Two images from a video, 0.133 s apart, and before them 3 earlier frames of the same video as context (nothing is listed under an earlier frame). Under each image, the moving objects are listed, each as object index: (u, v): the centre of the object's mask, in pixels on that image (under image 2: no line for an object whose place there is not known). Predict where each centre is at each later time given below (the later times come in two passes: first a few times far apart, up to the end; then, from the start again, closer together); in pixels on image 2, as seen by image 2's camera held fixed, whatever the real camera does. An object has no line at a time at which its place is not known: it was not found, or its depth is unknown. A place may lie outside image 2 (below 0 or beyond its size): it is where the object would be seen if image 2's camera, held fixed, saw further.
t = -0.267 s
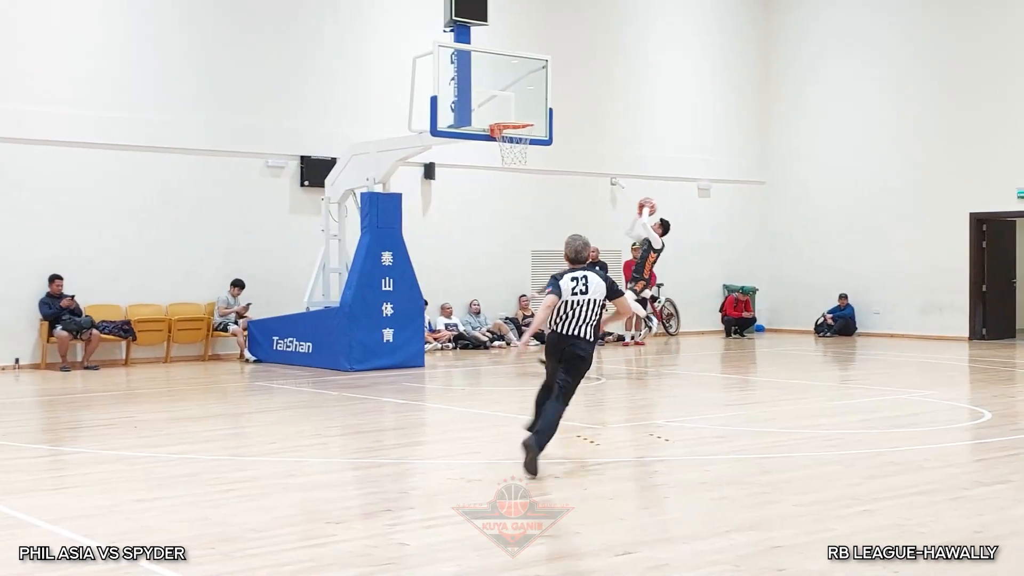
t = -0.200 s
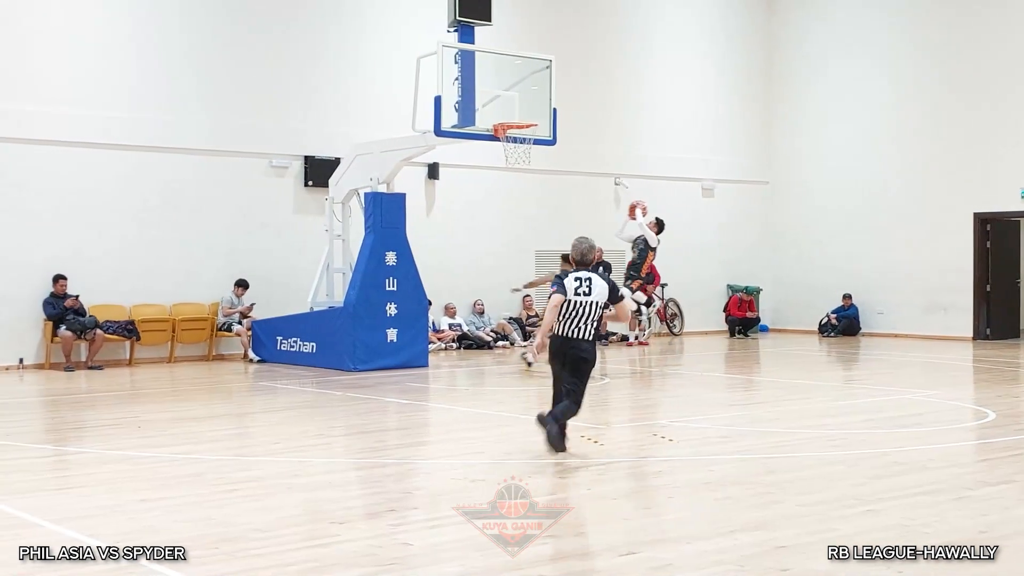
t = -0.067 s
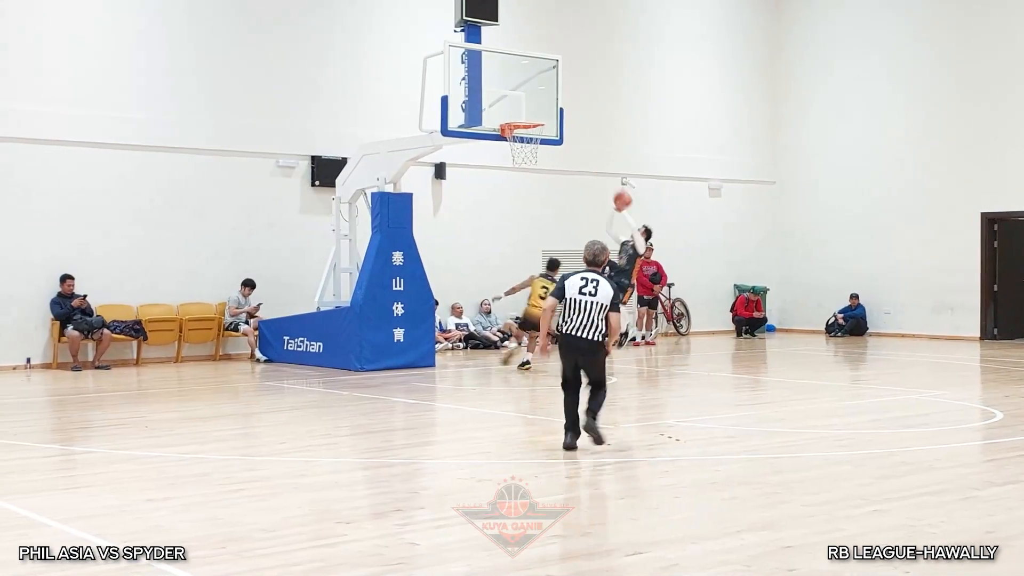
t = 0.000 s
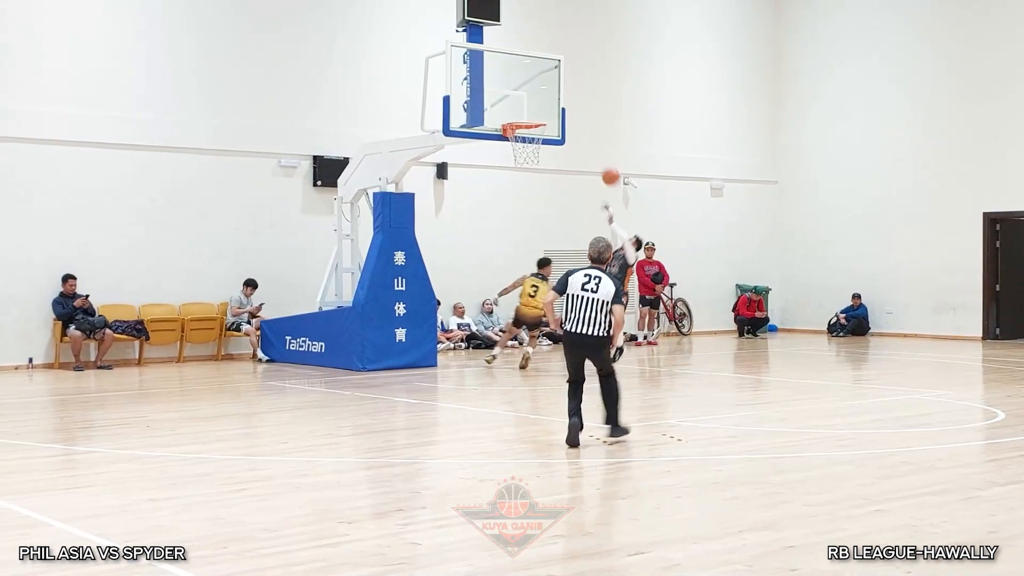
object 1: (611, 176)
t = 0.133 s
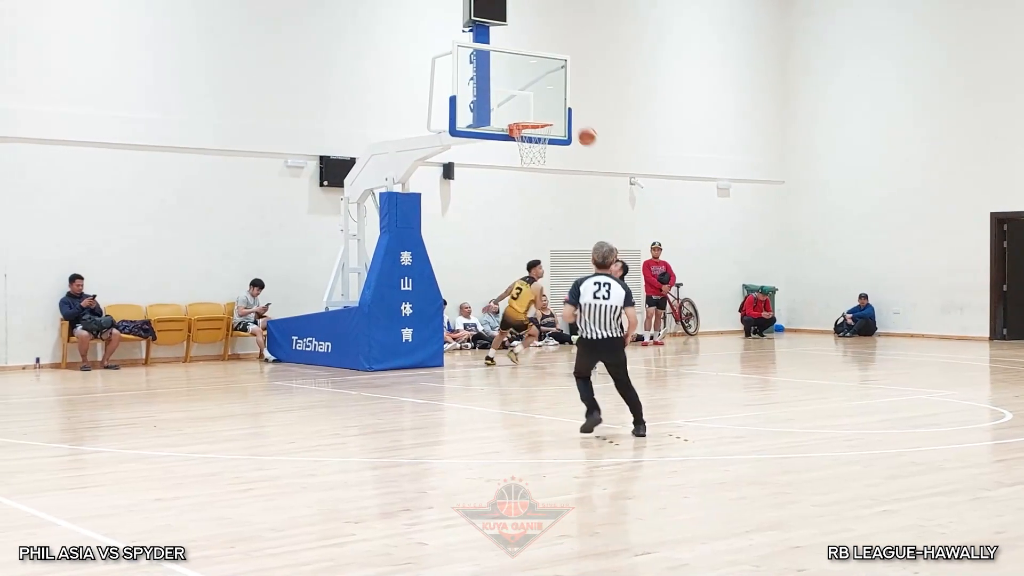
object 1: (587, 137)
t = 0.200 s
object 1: (573, 122)
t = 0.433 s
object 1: (558, 103)
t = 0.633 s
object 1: (551, 110)
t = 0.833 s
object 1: (540, 114)
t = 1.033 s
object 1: (529, 142)
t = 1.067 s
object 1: (527, 148)
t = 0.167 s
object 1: (580, 129)
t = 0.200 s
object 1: (573, 122)
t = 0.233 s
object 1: (566, 116)
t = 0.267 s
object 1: (562, 111)
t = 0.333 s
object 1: (561, 105)
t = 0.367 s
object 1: (560, 103)
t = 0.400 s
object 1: (559, 103)
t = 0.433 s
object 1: (558, 103)
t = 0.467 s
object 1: (557, 104)
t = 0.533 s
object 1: (555, 109)
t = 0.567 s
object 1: (554, 112)
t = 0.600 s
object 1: (552, 112)
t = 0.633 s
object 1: (551, 110)
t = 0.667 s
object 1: (549, 110)
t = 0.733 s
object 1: (545, 111)
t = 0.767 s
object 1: (544, 113)
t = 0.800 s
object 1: (543, 113)
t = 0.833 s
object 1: (540, 114)
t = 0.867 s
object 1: (538, 117)
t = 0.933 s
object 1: (537, 125)
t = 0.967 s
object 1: (533, 130)
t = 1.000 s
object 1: (530, 135)
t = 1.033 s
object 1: (529, 142)
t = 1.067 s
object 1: (527, 148)
